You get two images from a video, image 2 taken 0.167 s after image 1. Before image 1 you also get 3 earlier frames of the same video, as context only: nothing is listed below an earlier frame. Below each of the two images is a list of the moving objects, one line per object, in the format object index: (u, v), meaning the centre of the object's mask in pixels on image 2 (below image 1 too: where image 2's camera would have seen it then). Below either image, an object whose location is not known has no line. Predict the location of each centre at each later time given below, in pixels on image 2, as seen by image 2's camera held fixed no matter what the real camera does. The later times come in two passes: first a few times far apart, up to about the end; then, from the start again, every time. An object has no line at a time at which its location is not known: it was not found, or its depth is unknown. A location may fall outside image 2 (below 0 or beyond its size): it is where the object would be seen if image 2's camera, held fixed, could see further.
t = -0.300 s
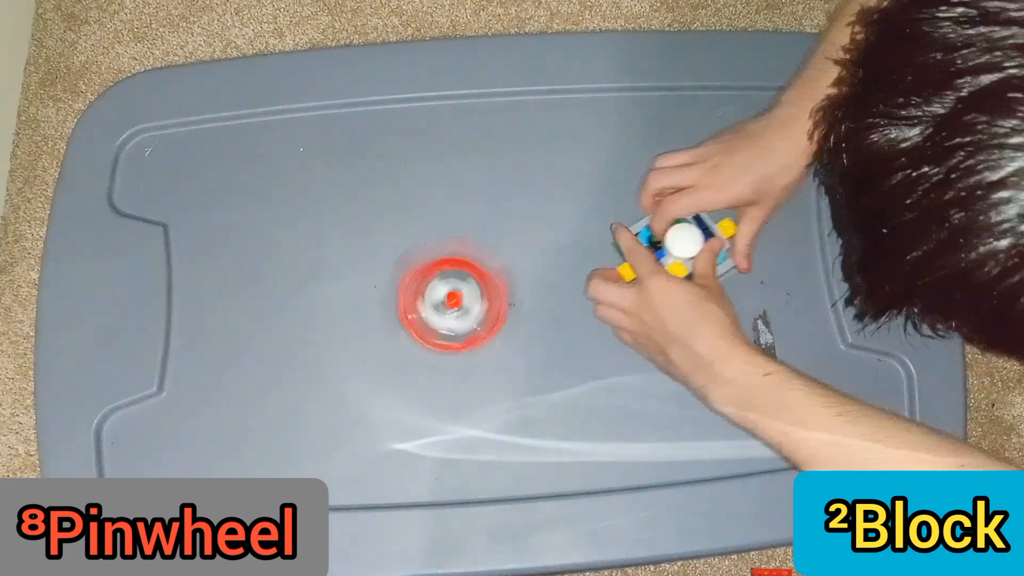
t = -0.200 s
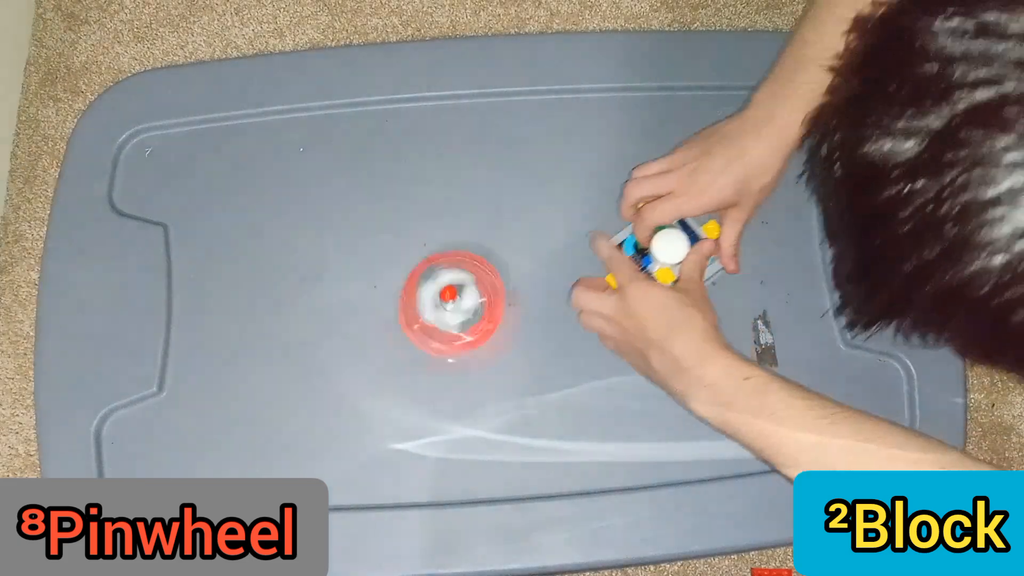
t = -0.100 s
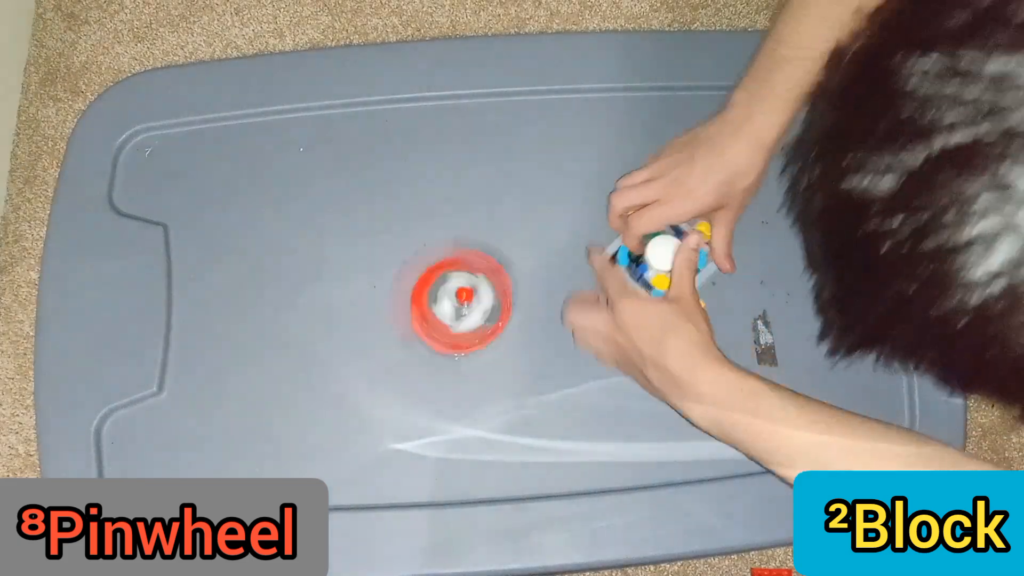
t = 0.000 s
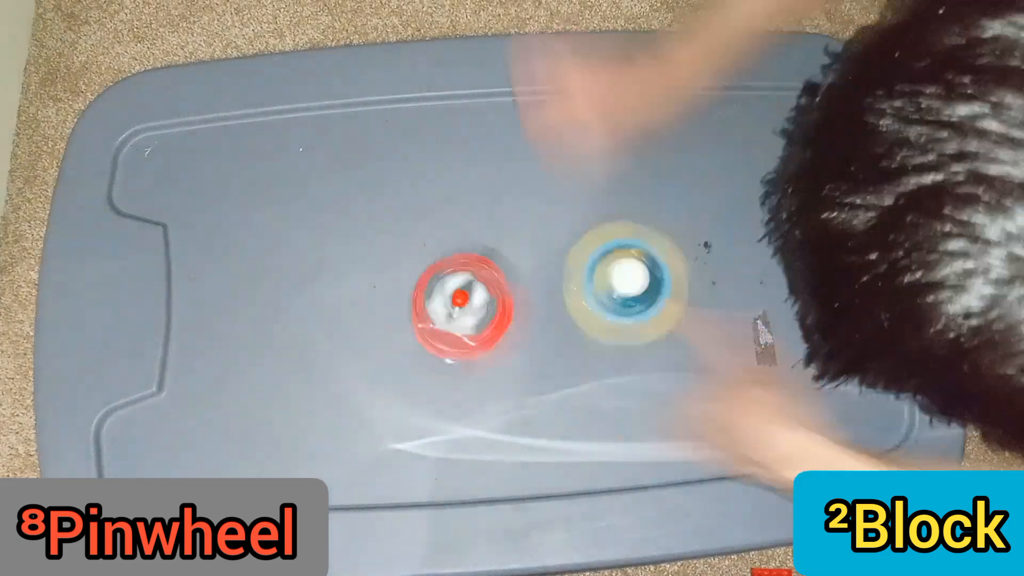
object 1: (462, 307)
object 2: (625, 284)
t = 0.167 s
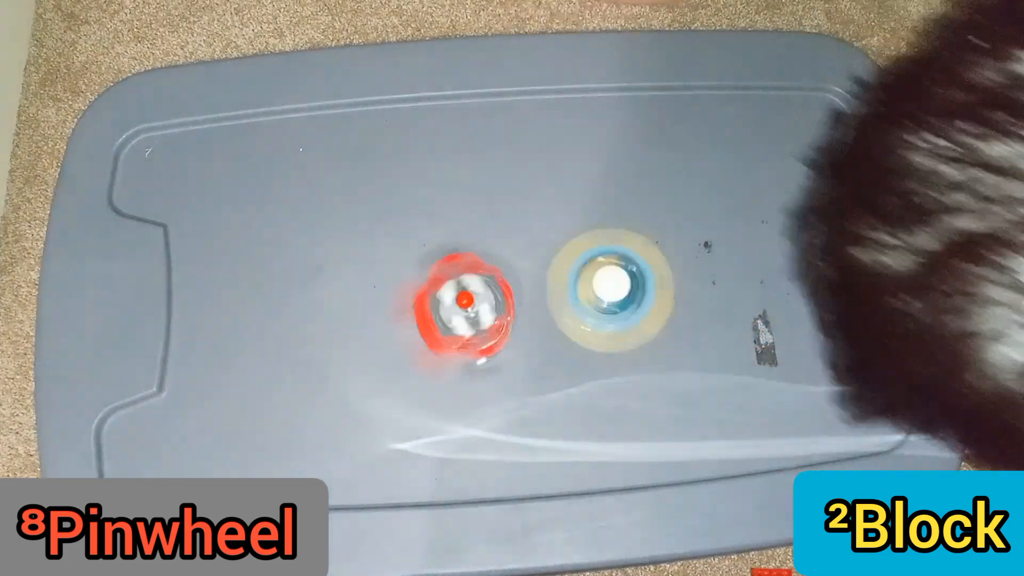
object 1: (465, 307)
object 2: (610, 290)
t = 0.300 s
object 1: (472, 312)
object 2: (602, 289)
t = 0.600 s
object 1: (412, 403)
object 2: (628, 243)
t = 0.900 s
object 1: (424, 390)
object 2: (624, 254)
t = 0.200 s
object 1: (464, 309)
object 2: (608, 290)
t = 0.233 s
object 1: (466, 312)
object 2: (607, 290)
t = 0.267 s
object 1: (469, 312)
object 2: (605, 290)
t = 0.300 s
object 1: (472, 312)
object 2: (602, 289)
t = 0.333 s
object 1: (459, 325)
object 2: (608, 276)
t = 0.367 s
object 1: (447, 344)
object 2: (614, 264)
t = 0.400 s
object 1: (430, 360)
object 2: (618, 254)
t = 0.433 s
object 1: (425, 372)
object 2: (621, 248)
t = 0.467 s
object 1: (415, 380)
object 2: (623, 245)
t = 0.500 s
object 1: (415, 385)
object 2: (625, 243)
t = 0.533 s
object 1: (417, 386)
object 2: (626, 243)
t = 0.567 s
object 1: (416, 402)
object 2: (627, 243)
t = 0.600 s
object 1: (412, 403)
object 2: (628, 243)
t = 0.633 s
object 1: (406, 399)
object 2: (628, 244)
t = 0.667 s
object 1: (405, 397)
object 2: (629, 245)
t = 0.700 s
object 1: (406, 392)
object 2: (629, 246)
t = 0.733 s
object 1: (410, 387)
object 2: (628, 247)
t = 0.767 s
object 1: (414, 386)
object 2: (628, 248)
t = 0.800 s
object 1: (418, 385)
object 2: (628, 249)
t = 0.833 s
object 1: (421, 387)
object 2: (627, 250)
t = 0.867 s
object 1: (423, 388)
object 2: (625, 252)
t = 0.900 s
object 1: (424, 390)
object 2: (624, 254)
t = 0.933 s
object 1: (425, 392)
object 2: (622, 255)
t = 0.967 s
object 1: (425, 393)
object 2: (620, 256)
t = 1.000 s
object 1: (425, 394)
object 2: (617, 257)
